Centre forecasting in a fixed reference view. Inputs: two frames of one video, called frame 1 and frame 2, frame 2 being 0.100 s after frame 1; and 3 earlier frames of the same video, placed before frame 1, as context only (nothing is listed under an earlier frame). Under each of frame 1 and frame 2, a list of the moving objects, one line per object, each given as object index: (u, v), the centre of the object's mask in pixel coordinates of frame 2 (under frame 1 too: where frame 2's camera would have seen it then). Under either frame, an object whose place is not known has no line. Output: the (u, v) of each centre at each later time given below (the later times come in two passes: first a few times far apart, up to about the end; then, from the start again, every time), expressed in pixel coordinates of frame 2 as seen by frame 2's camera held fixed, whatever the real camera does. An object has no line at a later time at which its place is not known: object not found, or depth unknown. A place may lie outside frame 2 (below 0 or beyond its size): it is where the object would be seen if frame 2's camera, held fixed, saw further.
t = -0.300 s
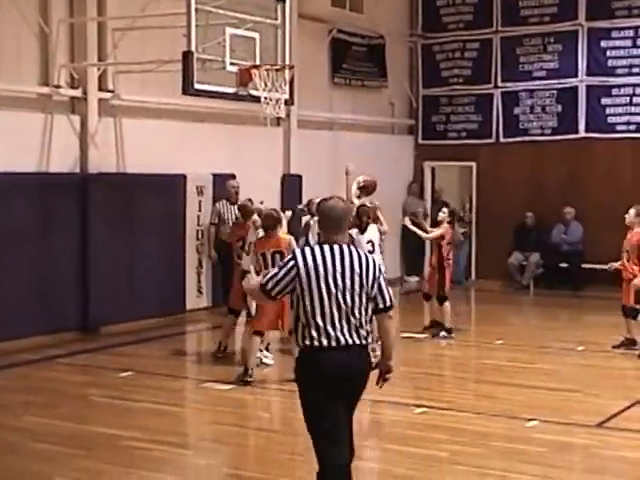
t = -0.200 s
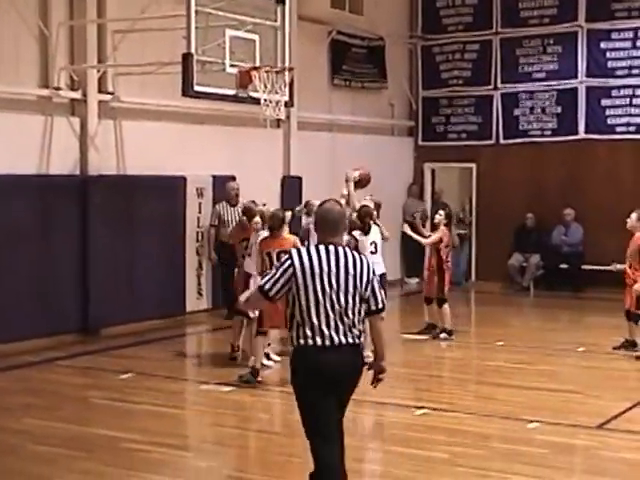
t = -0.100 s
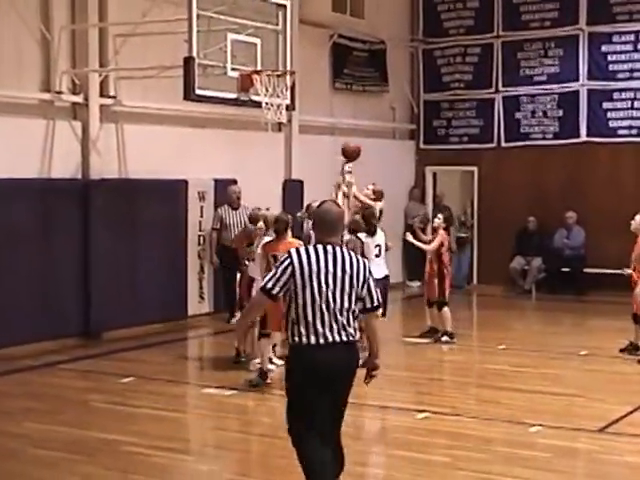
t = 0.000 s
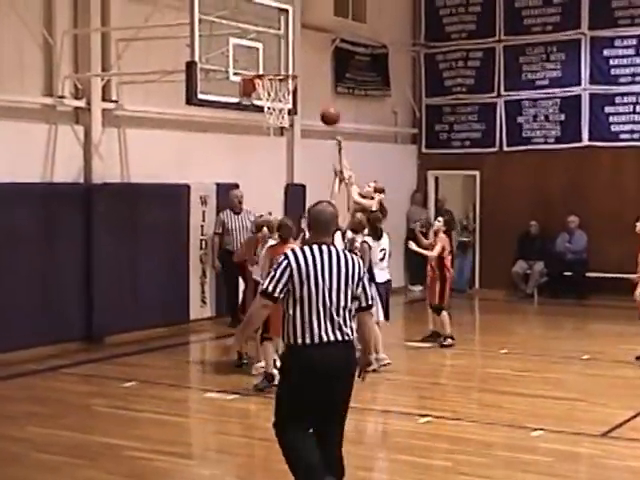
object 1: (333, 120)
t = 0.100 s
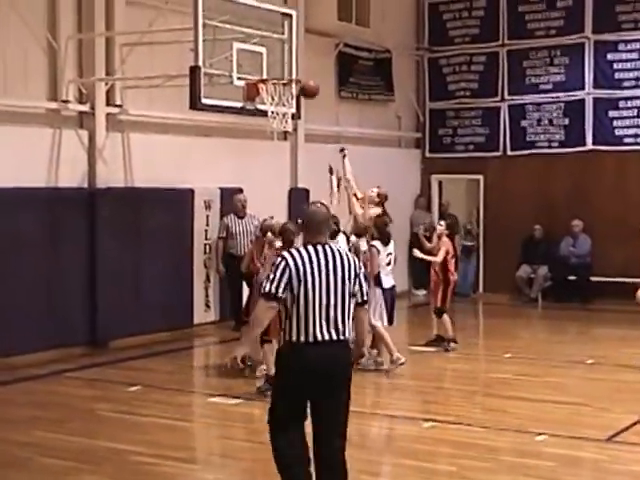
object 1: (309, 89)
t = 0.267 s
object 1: (280, 59)
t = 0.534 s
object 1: (297, 68)
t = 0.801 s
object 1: (290, 67)
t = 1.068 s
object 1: (282, 90)
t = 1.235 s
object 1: (276, 138)
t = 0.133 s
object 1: (302, 80)
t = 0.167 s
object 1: (293, 70)
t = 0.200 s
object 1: (283, 68)
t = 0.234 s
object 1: (279, 61)
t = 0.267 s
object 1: (280, 59)
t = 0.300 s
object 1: (281, 58)
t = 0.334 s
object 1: (285, 57)
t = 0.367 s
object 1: (287, 56)
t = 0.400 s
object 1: (289, 58)
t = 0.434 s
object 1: (291, 60)
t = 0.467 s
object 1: (294, 63)
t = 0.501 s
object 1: (297, 67)
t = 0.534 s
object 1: (297, 68)
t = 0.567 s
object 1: (297, 66)
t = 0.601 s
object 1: (296, 65)
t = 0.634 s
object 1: (295, 65)
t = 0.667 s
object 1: (294, 66)
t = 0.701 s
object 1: (293, 68)
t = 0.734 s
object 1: (292, 67)
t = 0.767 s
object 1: (291, 67)
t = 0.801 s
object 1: (290, 67)
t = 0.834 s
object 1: (289, 67)
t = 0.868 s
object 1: (288, 68)
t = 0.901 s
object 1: (287, 69)
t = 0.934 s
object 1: (286, 72)
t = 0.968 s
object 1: (285, 74)
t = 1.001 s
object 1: (285, 79)
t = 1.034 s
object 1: (283, 85)
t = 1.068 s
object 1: (282, 90)
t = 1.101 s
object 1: (281, 96)
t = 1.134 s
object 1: (279, 107)
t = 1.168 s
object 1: (279, 113)
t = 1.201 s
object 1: (277, 126)
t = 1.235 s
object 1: (276, 138)
